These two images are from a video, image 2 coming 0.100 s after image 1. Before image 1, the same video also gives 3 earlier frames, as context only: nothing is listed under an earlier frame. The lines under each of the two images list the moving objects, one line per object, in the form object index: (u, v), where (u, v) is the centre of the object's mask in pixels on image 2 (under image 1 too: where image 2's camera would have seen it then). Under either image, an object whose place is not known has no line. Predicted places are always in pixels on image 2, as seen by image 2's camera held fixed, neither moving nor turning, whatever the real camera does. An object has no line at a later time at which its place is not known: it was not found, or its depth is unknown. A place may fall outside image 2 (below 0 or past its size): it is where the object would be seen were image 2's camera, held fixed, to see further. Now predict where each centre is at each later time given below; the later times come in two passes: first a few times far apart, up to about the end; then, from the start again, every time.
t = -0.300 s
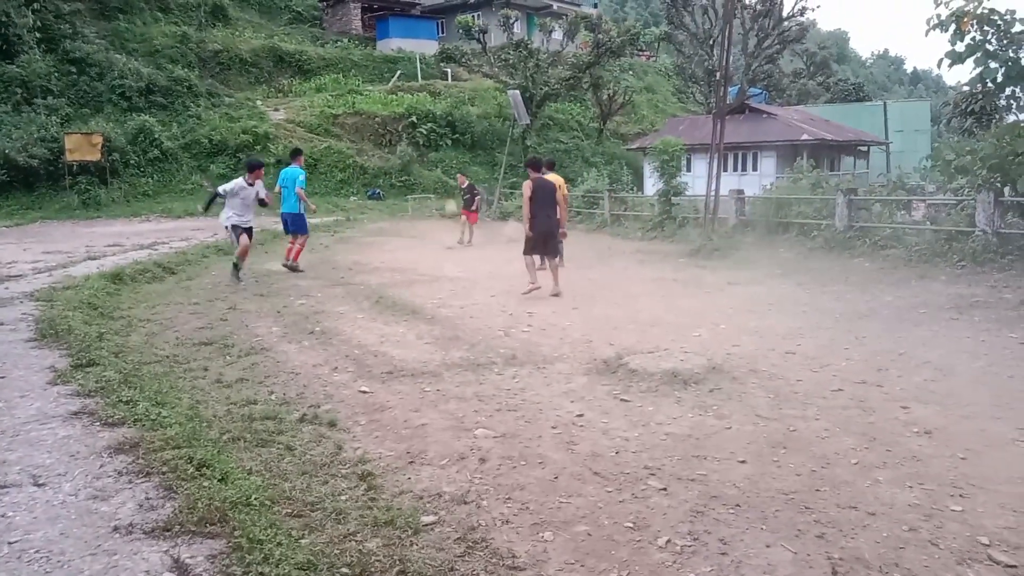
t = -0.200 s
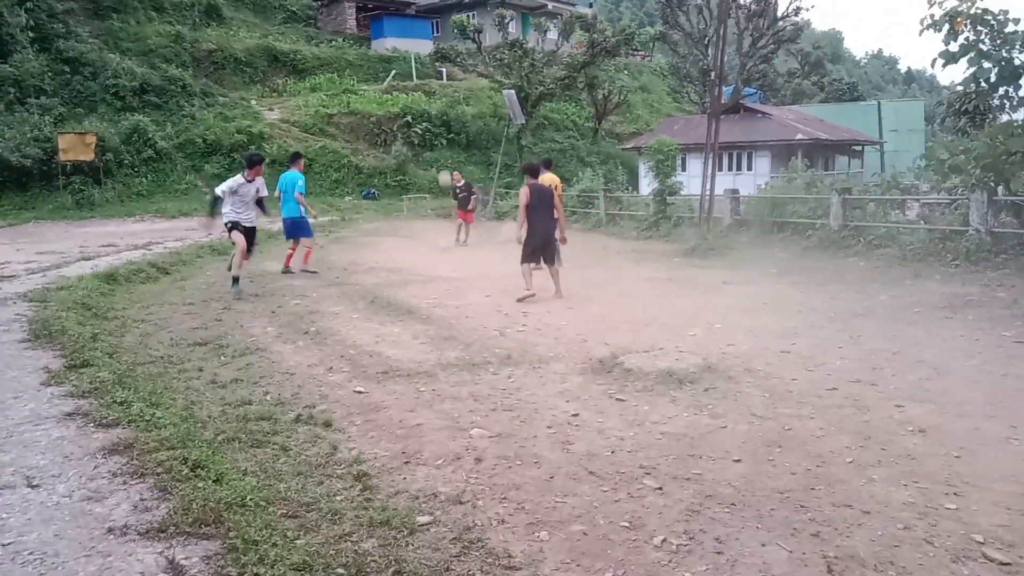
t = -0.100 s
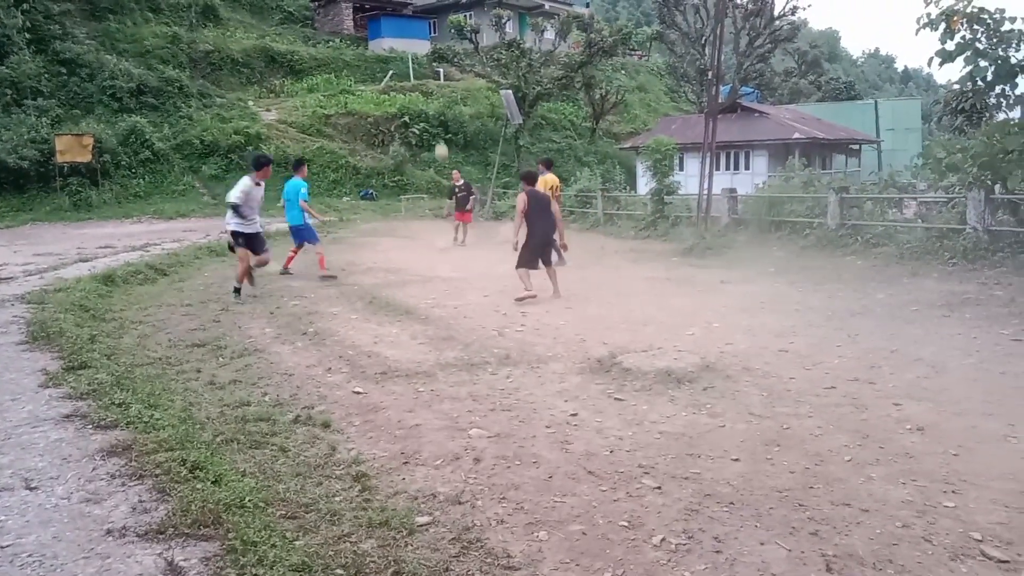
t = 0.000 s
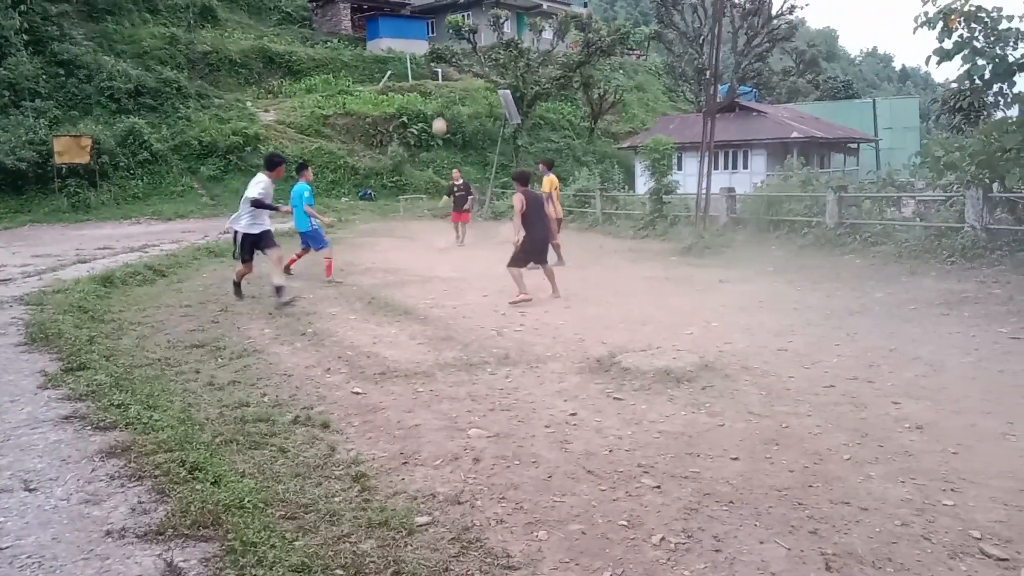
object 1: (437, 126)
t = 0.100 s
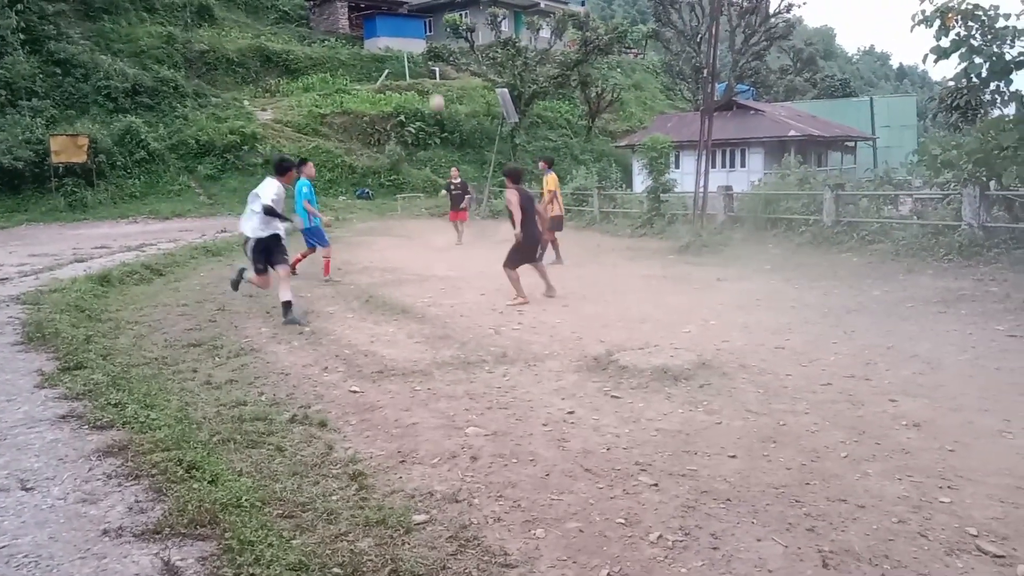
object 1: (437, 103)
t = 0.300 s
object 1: (440, 70)
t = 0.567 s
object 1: (448, 62)
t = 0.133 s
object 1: (437, 95)
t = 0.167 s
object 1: (437, 89)
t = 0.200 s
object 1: (438, 83)
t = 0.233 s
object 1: (438, 79)
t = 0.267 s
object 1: (439, 75)
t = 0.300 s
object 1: (440, 70)
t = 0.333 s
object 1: (441, 68)
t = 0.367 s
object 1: (441, 63)
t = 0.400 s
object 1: (442, 61)
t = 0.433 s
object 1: (443, 60)
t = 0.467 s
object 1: (444, 59)
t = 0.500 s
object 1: (445, 59)
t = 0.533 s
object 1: (447, 61)
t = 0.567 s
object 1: (448, 62)
